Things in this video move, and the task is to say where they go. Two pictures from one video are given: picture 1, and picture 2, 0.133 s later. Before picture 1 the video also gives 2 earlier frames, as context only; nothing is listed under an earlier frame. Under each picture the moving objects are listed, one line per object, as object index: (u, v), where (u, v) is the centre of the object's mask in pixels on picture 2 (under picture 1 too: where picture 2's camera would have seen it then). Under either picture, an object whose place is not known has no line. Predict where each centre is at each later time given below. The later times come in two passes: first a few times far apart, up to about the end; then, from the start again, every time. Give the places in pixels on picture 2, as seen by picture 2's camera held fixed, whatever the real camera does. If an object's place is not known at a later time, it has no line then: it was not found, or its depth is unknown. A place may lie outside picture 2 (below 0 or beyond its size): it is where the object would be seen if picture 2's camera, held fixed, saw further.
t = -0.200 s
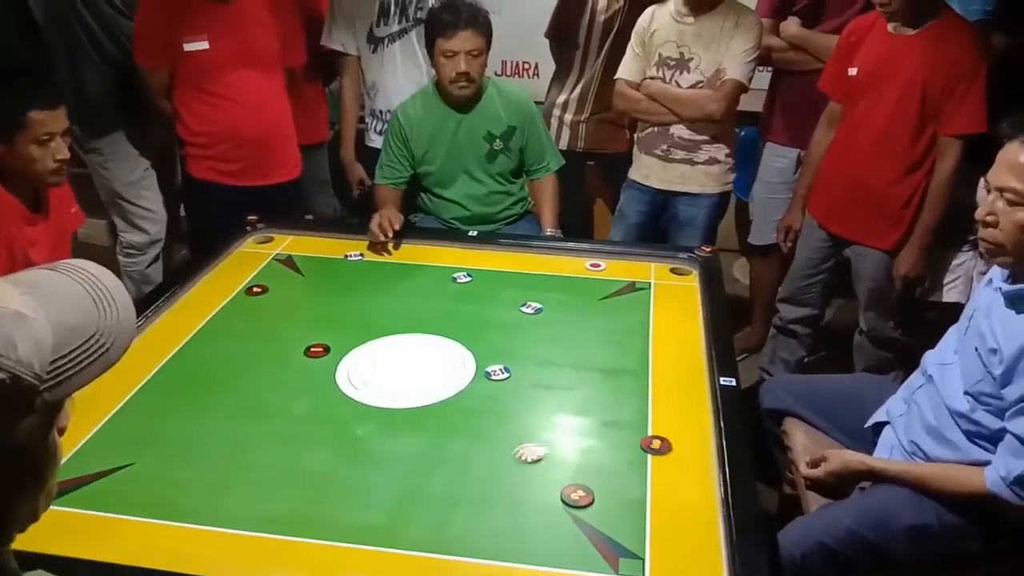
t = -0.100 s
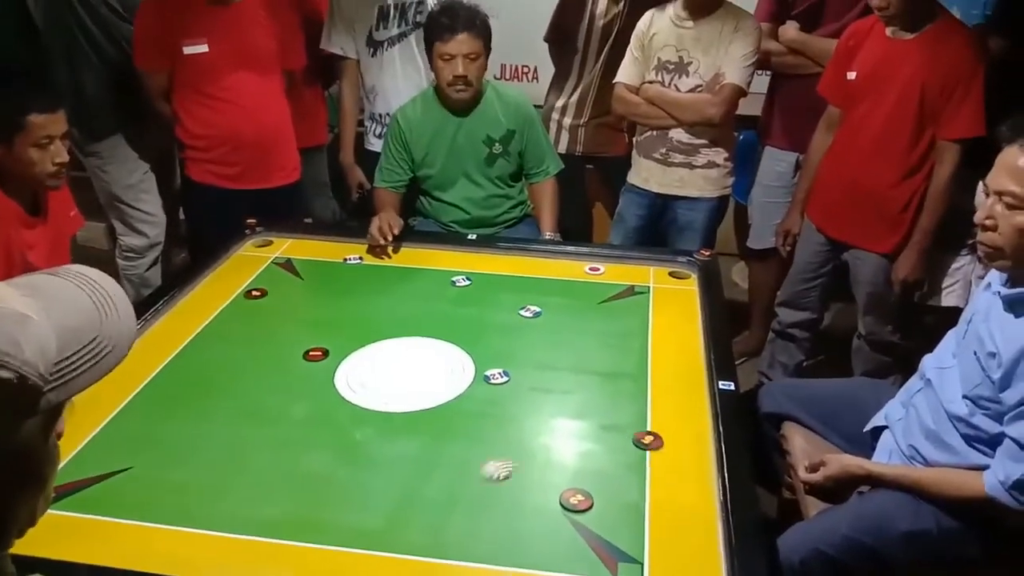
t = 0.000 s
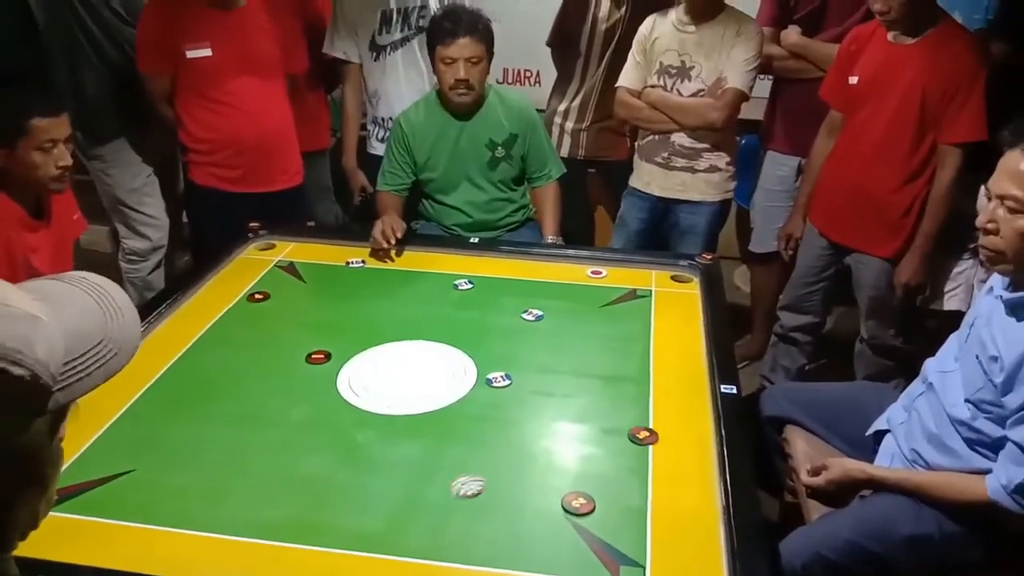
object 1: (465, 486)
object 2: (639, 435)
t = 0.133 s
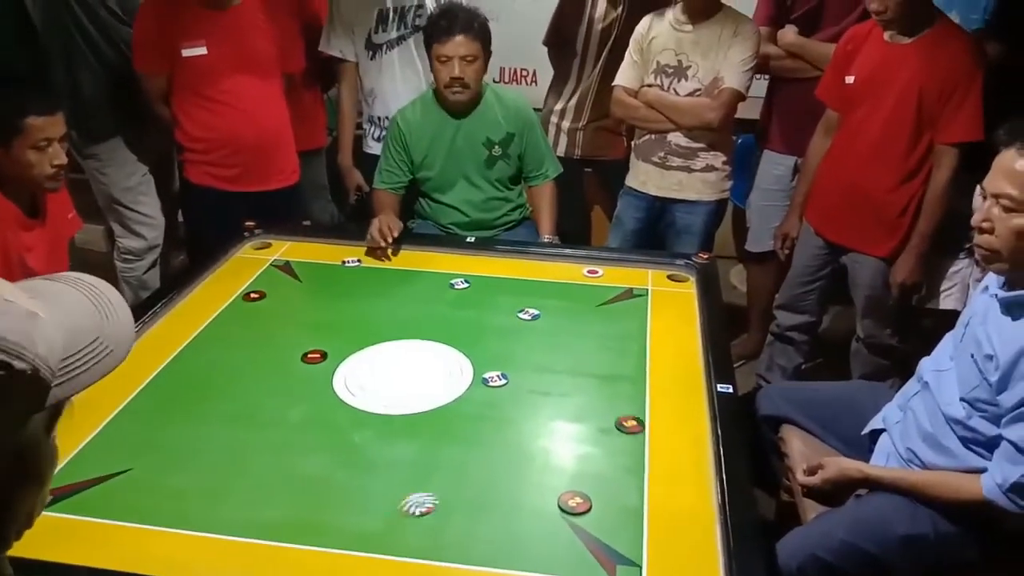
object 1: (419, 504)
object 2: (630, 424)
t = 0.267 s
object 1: (372, 522)
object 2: (620, 415)
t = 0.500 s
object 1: (288, 553)
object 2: (606, 400)
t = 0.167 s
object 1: (408, 508)
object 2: (628, 422)
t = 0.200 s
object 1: (396, 513)
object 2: (625, 419)
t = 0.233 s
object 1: (385, 518)
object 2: (623, 417)
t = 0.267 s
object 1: (372, 522)
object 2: (620, 415)
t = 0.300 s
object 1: (360, 526)
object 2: (618, 412)
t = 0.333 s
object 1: (350, 531)
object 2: (616, 410)
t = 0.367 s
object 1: (336, 535)
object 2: (614, 408)
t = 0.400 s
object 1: (327, 539)
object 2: (612, 406)
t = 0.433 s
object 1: (313, 545)
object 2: (609, 404)
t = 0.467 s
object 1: (301, 548)
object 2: (608, 401)
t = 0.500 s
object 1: (288, 553)
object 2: (606, 400)
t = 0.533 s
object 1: (276, 557)
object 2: (603, 398)
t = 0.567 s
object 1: (265, 560)
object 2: (601, 395)
